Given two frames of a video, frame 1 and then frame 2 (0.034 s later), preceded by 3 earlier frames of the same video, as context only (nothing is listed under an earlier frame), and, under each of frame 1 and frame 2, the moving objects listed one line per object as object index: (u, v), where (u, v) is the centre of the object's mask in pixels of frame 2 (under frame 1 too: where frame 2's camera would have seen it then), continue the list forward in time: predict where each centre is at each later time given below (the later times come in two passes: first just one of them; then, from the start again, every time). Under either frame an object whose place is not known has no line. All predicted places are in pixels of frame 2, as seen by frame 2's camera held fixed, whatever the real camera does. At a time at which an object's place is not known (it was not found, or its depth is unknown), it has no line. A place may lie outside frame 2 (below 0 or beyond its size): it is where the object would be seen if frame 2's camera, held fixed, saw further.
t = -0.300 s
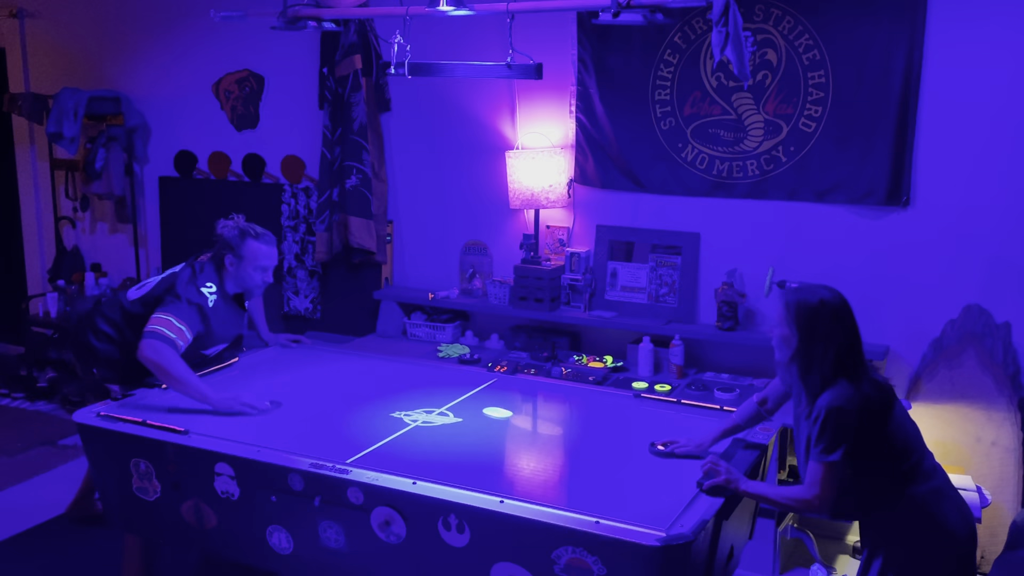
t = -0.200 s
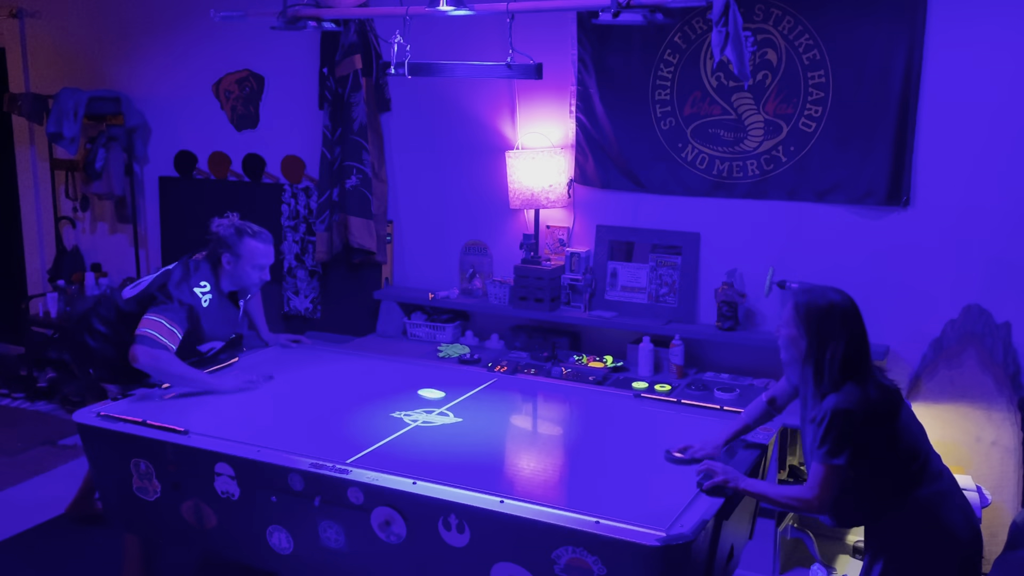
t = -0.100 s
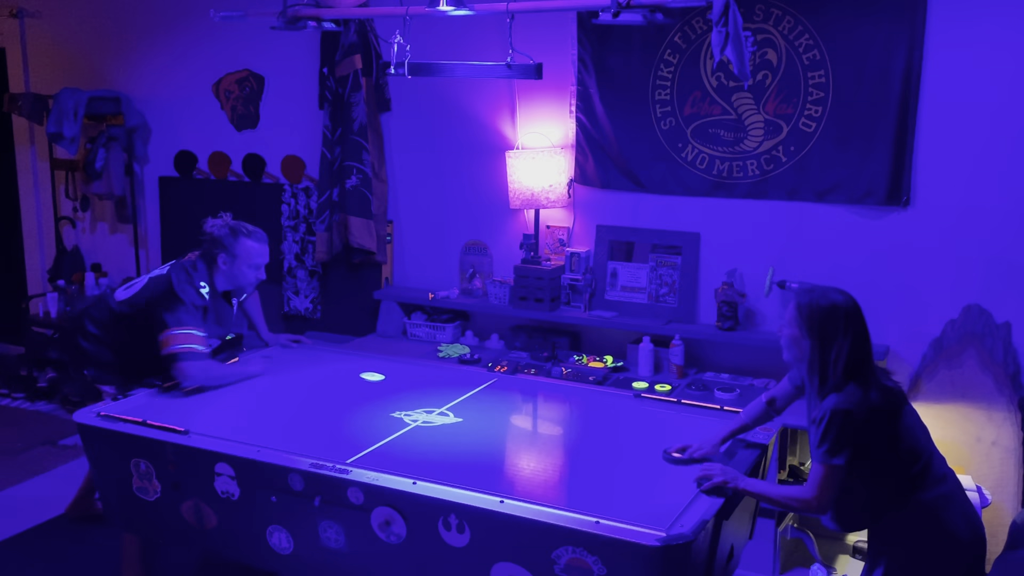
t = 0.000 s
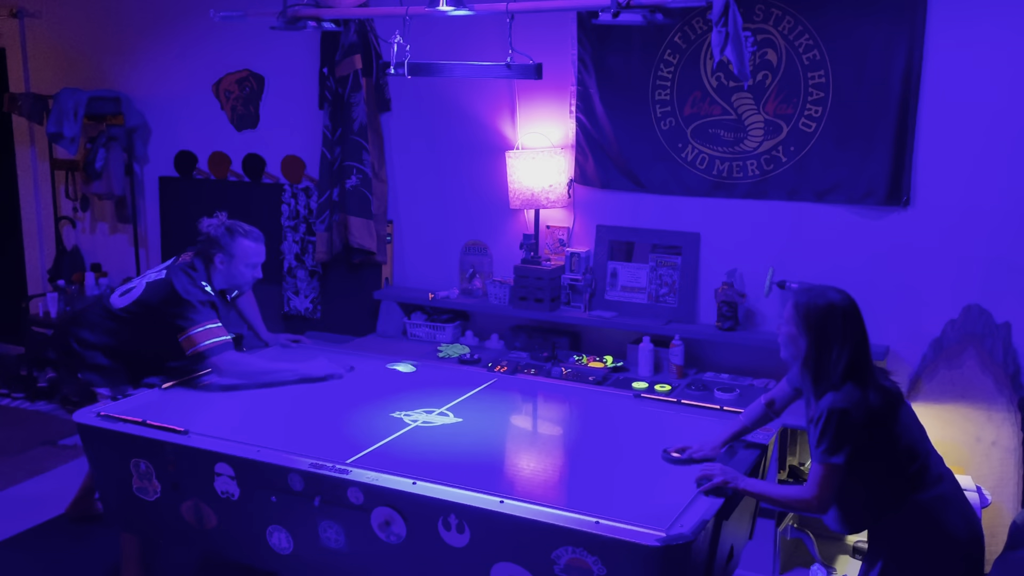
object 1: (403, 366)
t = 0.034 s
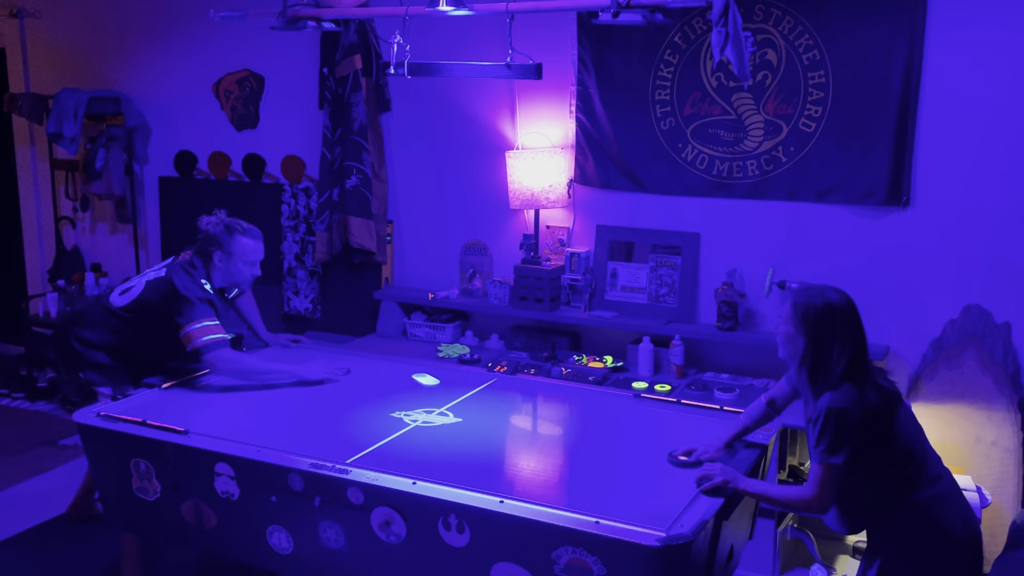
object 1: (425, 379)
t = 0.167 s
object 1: (538, 440)
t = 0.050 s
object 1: (438, 386)
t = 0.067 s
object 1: (450, 393)
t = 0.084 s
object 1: (463, 400)
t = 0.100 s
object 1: (477, 407)
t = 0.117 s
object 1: (491, 415)
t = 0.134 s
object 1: (506, 423)
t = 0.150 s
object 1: (521, 431)
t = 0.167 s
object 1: (538, 440)
